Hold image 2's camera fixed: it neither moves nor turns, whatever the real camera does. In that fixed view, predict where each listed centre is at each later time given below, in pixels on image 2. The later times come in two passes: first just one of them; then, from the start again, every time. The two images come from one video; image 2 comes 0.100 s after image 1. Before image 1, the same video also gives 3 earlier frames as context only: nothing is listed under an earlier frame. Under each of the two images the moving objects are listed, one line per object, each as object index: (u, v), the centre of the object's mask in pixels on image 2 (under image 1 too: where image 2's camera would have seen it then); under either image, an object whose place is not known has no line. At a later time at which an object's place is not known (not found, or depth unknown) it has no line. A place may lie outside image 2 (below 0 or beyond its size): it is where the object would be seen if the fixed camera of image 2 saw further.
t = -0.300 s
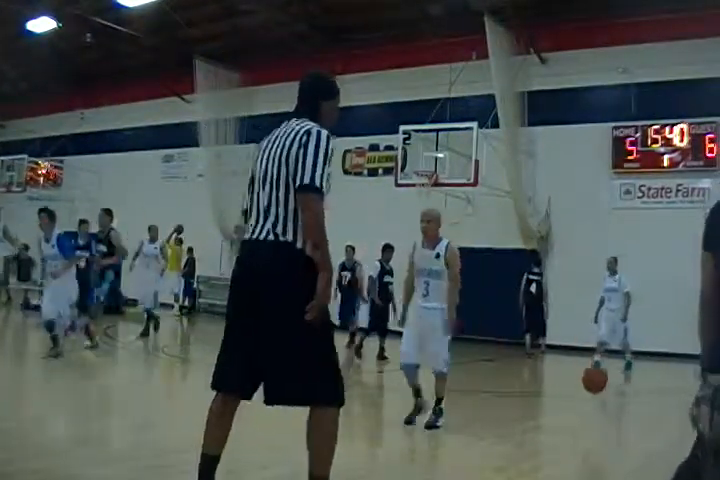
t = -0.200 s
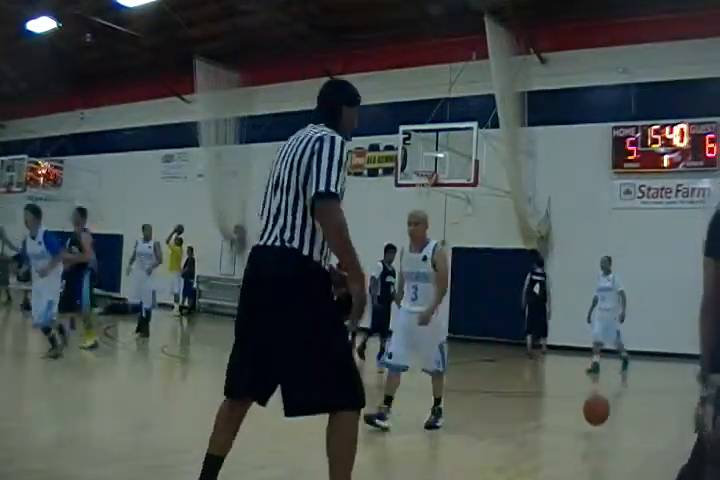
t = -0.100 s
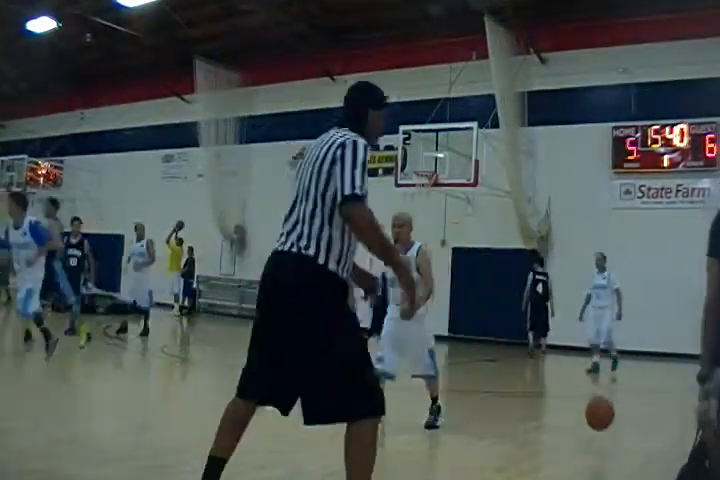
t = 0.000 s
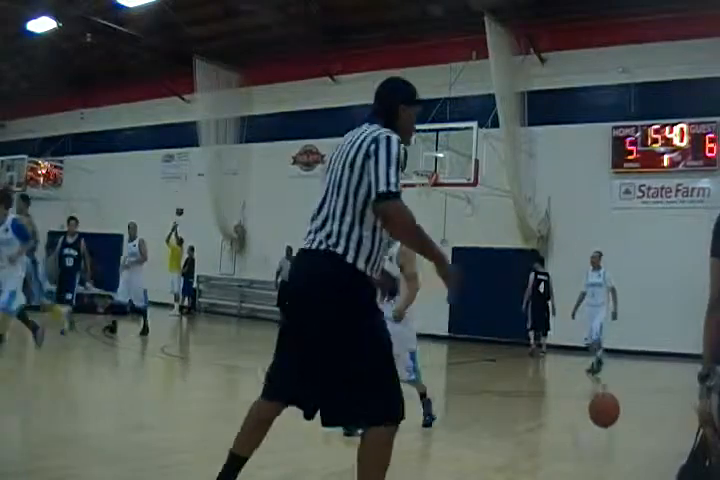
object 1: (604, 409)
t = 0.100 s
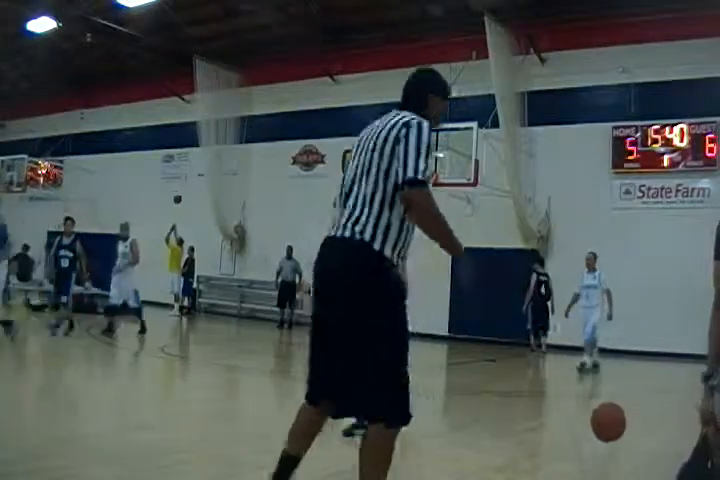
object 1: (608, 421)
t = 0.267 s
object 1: (615, 468)
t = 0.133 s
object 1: (610, 430)
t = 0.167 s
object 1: (611, 442)
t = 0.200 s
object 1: (612, 455)
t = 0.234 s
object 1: (613, 466)
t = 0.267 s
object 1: (615, 468)
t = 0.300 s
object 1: (618, 468)
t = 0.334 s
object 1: (621, 468)
